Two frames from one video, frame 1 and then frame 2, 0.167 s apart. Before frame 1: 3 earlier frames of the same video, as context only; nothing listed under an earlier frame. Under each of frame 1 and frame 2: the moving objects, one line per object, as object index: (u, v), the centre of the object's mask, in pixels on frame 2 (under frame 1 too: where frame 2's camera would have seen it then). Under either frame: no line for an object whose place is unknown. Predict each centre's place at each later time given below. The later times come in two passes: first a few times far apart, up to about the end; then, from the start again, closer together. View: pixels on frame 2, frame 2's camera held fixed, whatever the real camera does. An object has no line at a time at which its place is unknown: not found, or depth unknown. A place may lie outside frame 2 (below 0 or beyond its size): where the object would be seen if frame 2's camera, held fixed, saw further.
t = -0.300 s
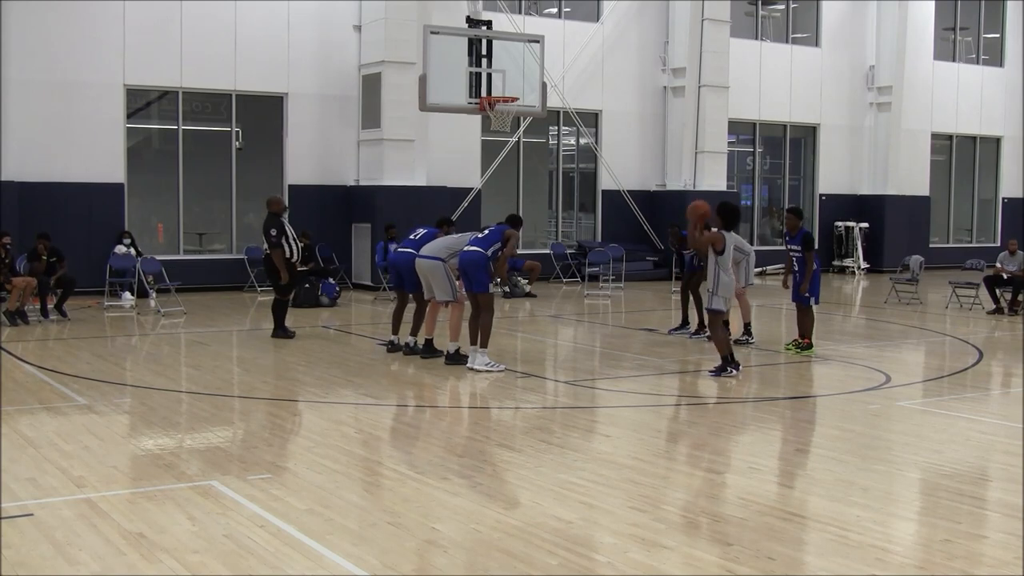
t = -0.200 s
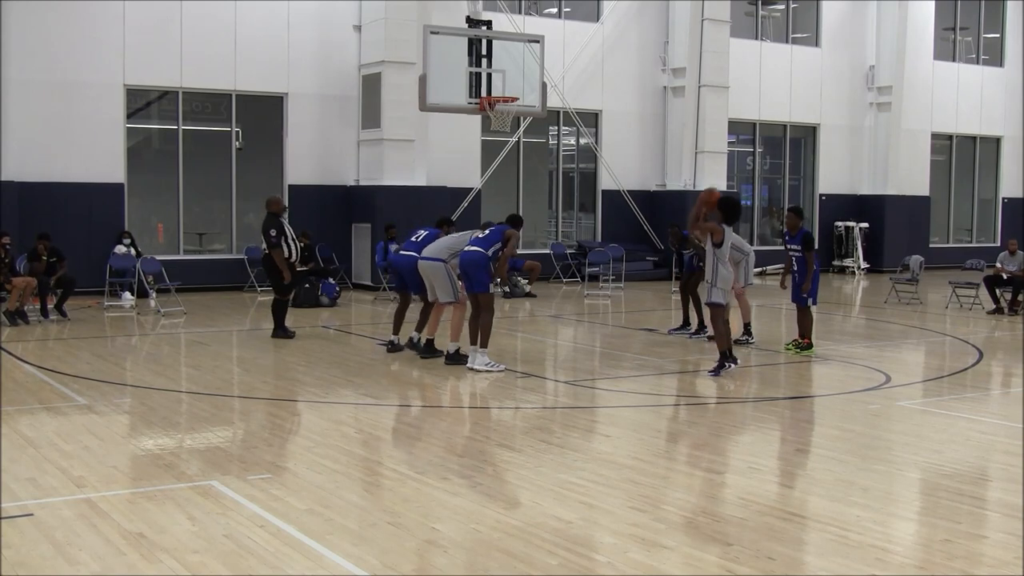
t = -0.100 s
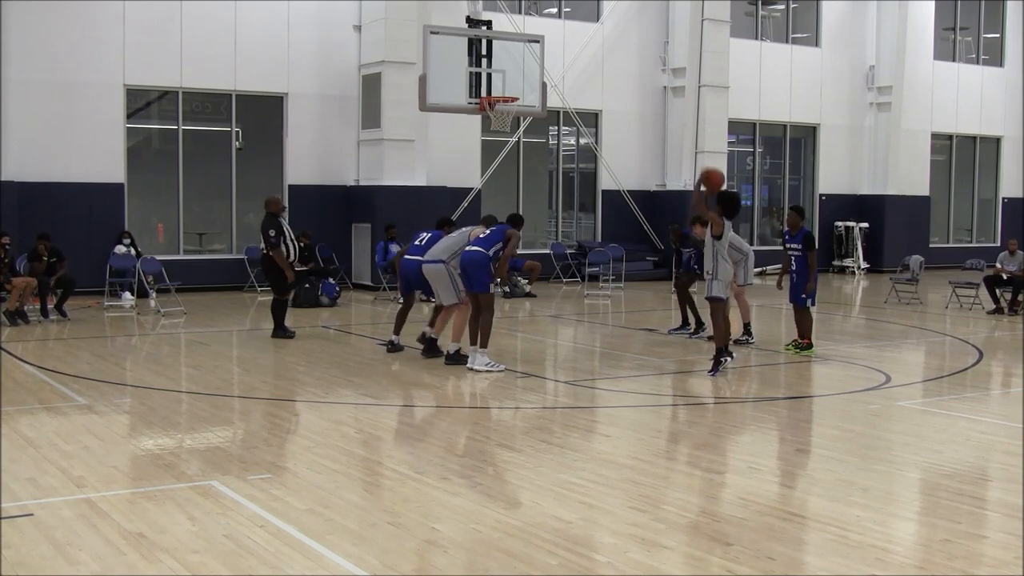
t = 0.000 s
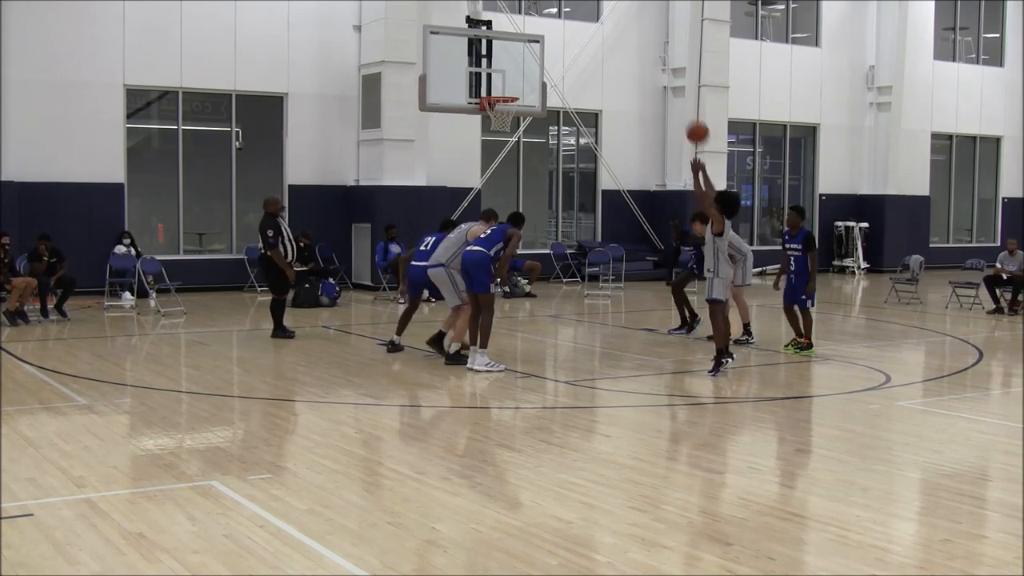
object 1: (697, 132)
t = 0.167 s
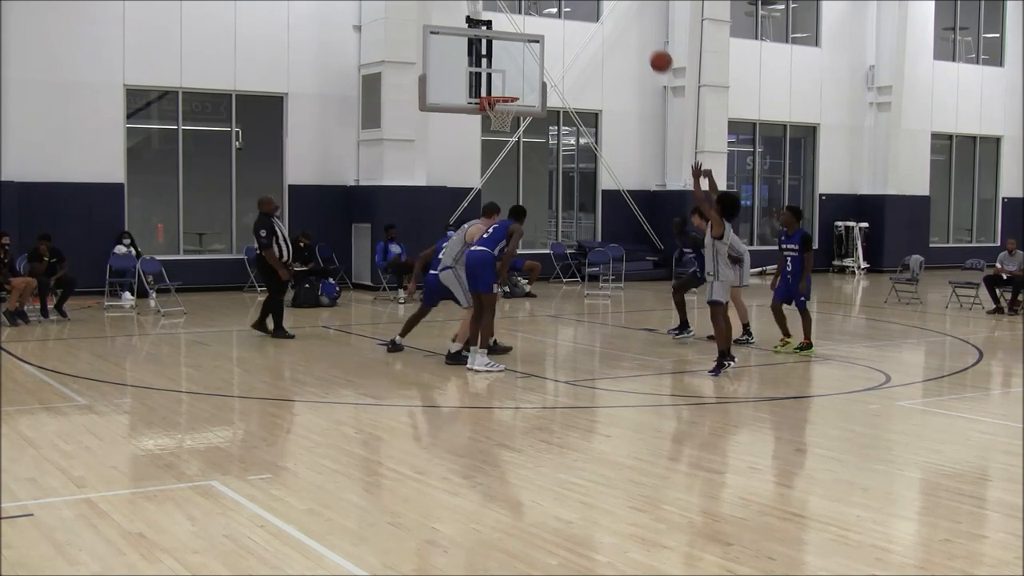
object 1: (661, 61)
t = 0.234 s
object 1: (647, 41)
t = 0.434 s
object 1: (608, 8)
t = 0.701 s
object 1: (560, 16)
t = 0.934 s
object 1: (522, 67)
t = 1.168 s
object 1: (512, 71)
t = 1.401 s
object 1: (511, 80)
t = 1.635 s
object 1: (505, 89)
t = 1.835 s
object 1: (498, 121)
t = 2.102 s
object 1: (494, 158)
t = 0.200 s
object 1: (653, 51)
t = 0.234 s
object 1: (647, 41)
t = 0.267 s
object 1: (640, 33)
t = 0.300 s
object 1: (633, 26)
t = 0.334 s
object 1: (627, 20)
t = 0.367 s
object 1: (620, 15)
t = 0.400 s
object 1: (614, 11)
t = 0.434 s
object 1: (608, 8)
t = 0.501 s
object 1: (595, 7)
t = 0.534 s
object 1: (589, 6)
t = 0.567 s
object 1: (583, 7)
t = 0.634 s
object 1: (571, 9)
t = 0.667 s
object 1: (566, 11)
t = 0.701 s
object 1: (560, 16)
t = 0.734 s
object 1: (554, 21)
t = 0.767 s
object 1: (549, 26)
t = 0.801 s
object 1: (543, 33)
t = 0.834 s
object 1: (538, 40)
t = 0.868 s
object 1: (533, 48)
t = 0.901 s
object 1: (527, 58)
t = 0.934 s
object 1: (522, 67)
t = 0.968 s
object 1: (517, 78)
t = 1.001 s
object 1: (512, 88)
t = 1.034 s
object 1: (511, 85)
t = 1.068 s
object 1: (512, 81)
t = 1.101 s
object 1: (511, 77)
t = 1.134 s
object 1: (512, 74)
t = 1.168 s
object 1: (512, 71)
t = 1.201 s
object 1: (512, 70)
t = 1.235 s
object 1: (512, 70)
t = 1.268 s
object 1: (512, 70)
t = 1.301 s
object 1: (512, 71)
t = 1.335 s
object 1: (511, 73)
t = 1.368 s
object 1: (512, 76)
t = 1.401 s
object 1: (511, 80)
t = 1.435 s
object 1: (511, 84)
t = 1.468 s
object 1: (511, 88)
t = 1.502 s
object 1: (510, 88)
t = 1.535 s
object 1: (509, 87)
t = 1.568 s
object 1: (507, 88)
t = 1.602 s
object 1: (506, 88)
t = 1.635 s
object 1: (505, 89)
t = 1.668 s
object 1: (504, 91)
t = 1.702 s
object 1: (503, 95)
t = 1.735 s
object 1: (504, 99)
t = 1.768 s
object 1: (501, 106)
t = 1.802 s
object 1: (502, 109)
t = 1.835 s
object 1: (498, 121)
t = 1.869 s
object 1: (497, 128)
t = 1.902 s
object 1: (496, 128)
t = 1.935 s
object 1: (495, 129)
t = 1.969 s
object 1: (495, 132)
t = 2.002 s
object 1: (495, 137)
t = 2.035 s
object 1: (494, 144)
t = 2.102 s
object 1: (494, 158)
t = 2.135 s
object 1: (493, 167)
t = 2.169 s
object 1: (494, 176)
